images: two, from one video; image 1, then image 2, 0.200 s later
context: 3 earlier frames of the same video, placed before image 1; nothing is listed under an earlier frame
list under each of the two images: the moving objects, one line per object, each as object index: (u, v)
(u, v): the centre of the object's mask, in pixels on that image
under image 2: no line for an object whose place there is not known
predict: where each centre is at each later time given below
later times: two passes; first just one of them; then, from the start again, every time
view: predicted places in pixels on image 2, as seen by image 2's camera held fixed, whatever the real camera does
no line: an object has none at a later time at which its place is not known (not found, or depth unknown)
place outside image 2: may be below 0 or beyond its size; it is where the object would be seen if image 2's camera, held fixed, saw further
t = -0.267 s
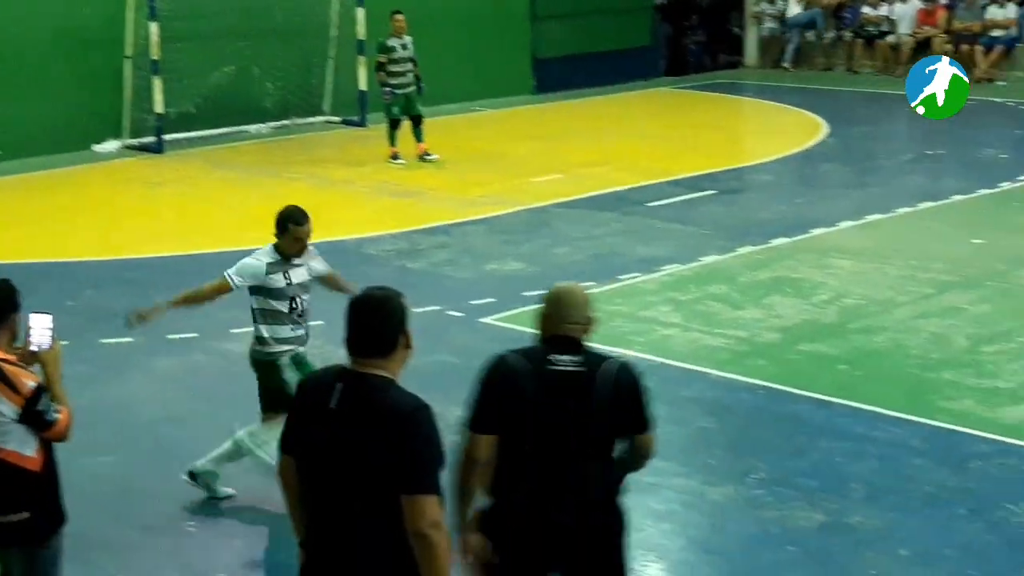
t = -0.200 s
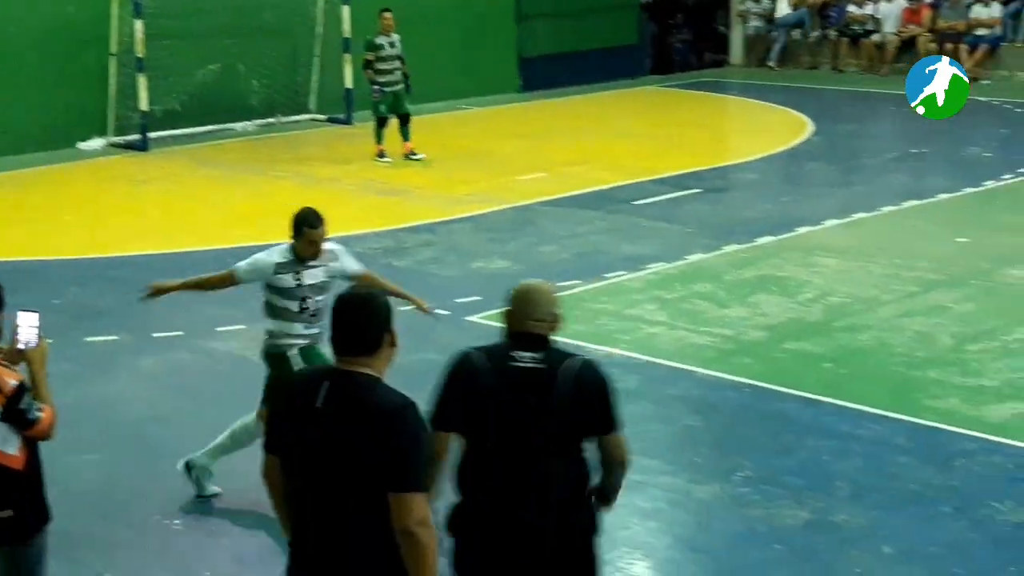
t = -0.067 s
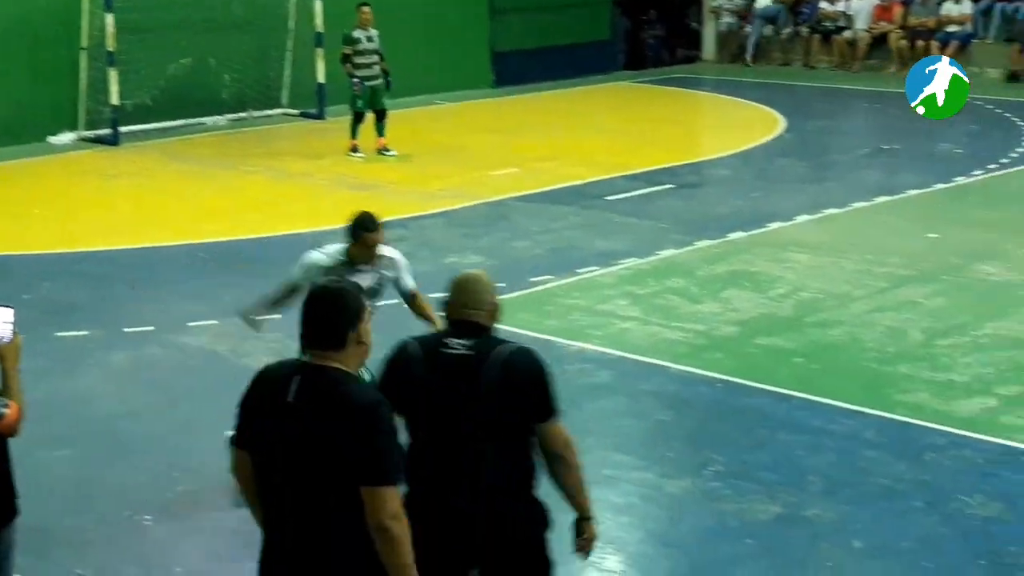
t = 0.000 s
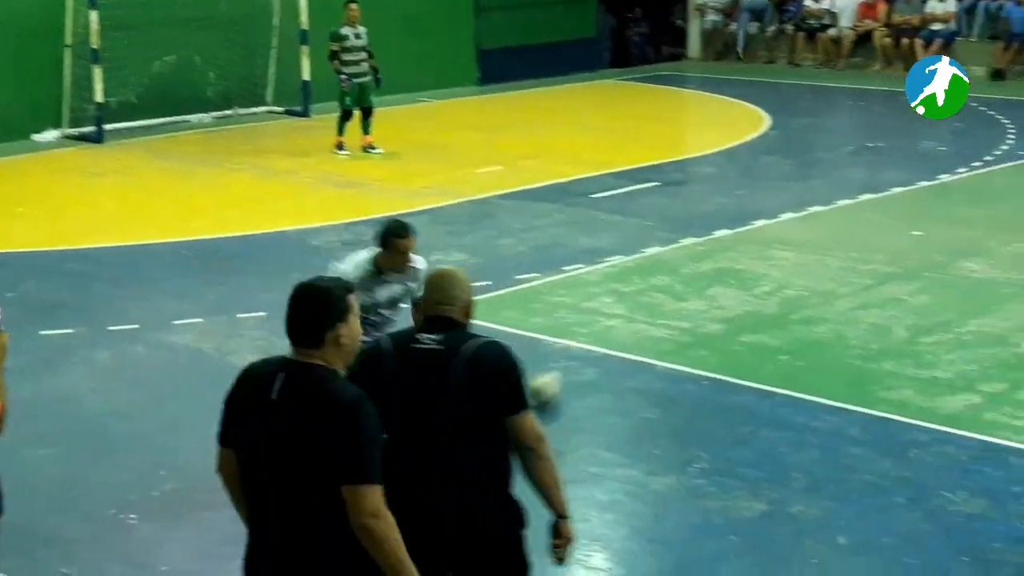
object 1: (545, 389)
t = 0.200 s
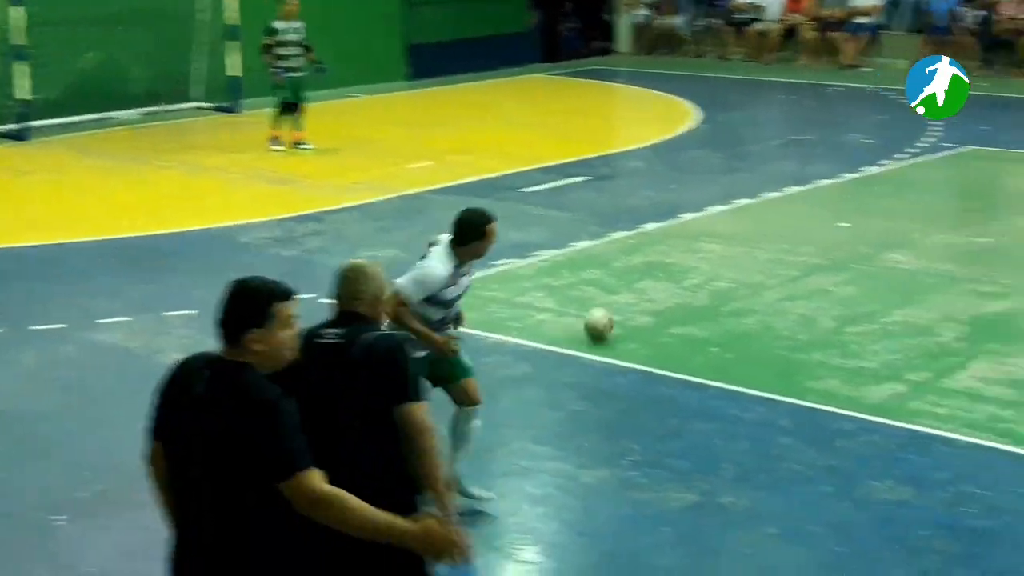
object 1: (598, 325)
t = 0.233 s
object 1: (615, 317)
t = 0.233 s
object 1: (615, 317)
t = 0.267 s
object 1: (631, 310)
